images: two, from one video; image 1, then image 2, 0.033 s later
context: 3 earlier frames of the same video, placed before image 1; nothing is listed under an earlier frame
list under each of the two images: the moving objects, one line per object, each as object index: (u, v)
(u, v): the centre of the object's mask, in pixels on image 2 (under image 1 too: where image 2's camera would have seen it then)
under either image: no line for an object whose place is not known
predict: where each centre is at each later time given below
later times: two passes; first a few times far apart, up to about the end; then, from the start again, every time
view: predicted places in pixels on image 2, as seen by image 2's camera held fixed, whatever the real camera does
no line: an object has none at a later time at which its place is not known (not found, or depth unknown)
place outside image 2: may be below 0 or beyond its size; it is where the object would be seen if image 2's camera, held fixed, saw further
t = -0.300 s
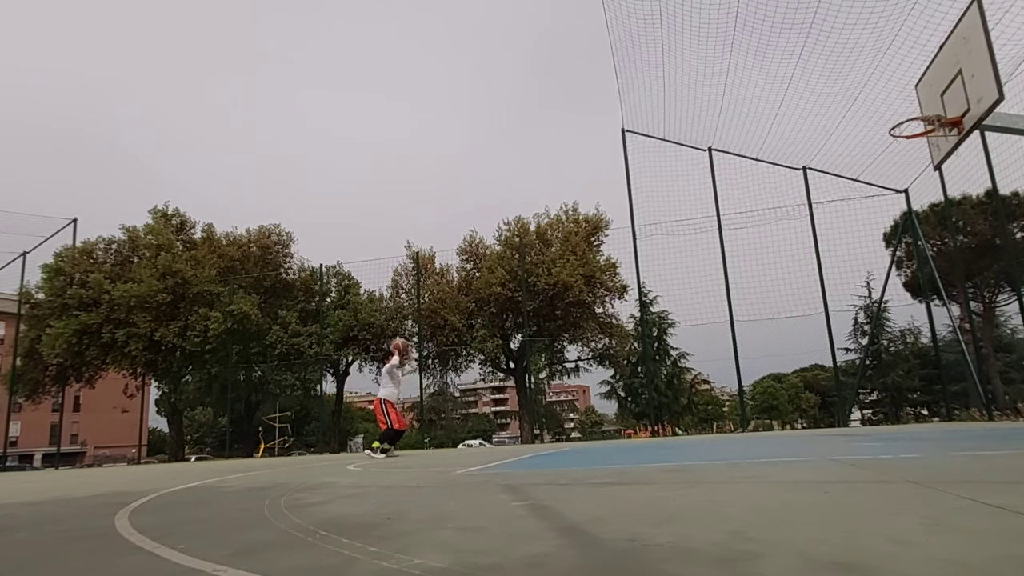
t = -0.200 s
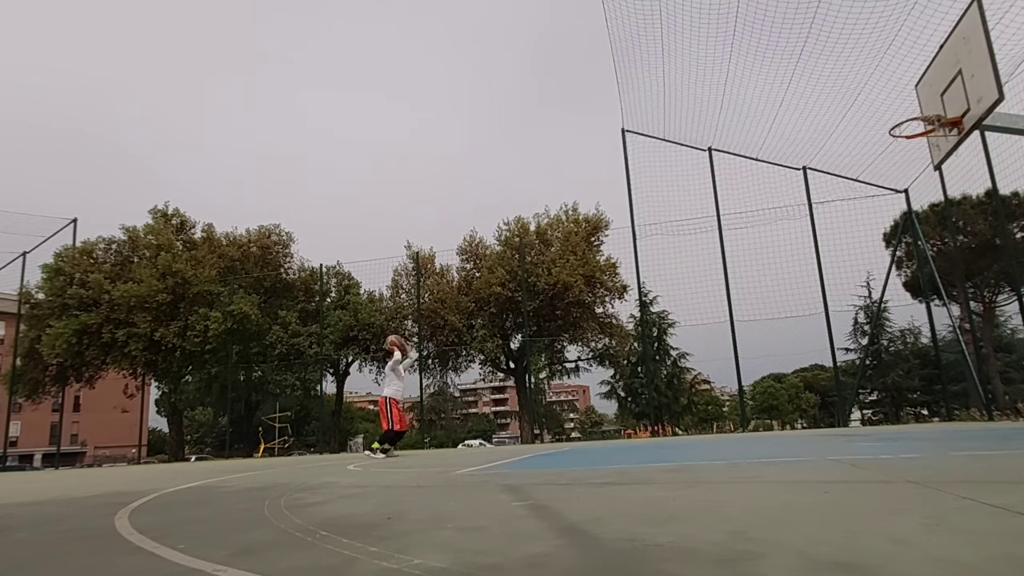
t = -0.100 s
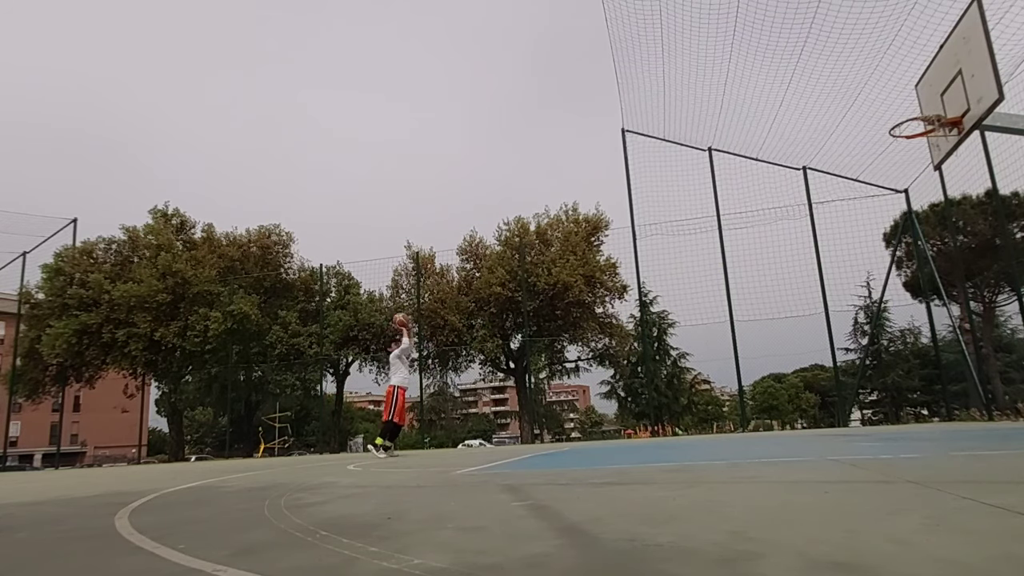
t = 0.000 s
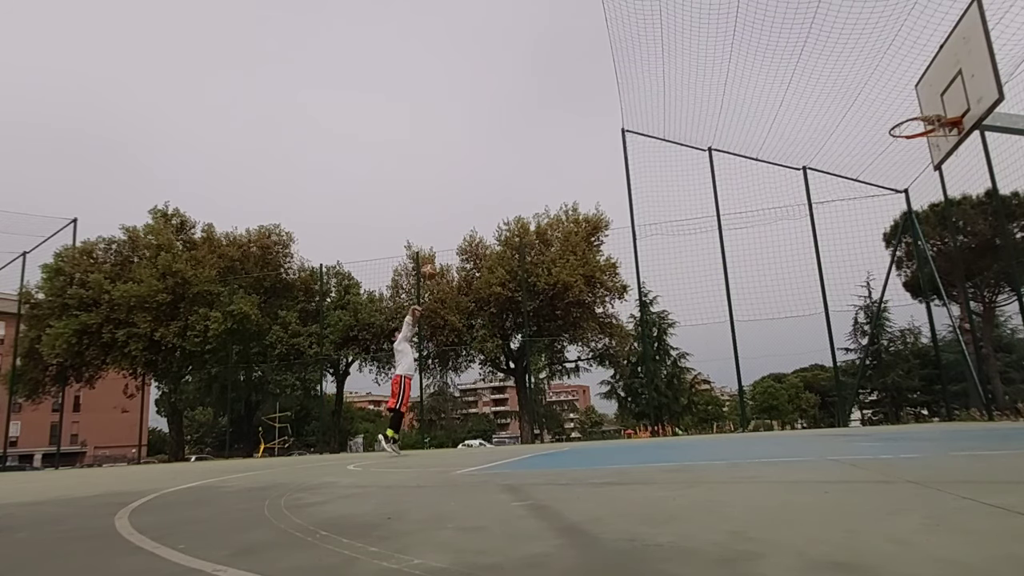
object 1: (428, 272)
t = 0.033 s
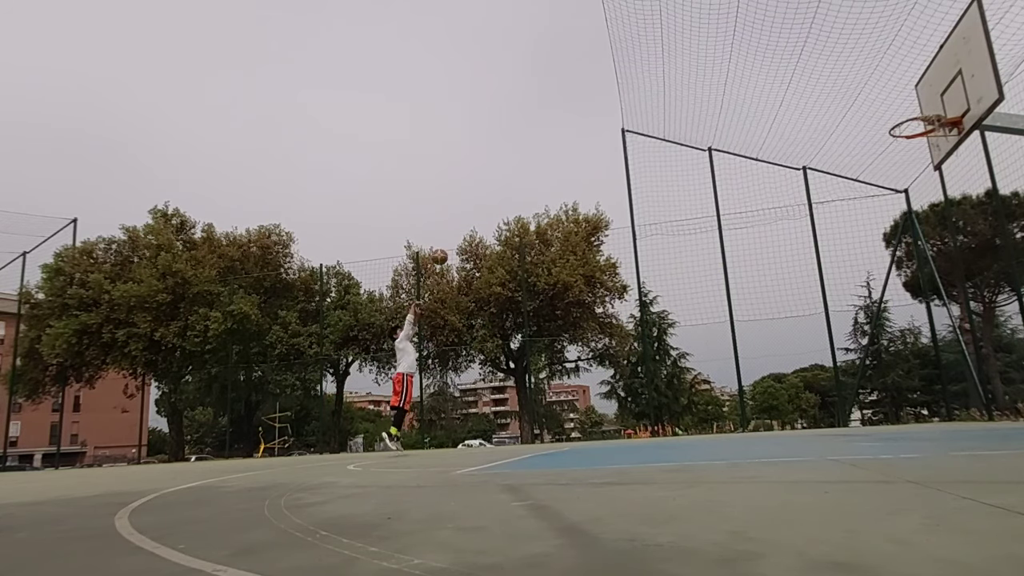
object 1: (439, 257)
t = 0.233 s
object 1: (507, 176)
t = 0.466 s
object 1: (594, 109)
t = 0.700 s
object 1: (695, 75)
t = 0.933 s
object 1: (817, 79)
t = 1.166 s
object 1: (914, 95)
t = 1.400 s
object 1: (833, 34)
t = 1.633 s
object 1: (765, 22)
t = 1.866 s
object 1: (706, 53)
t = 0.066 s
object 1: (450, 242)
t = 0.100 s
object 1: (461, 228)
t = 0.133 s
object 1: (472, 214)
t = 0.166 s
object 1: (483, 201)
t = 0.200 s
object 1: (495, 188)
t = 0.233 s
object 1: (507, 176)
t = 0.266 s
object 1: (518, 165)
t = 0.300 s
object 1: (531, 154)
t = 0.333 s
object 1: (543, 144)
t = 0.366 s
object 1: (556, 134)
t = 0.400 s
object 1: (568, 125)
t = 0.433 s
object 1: (581, 117)
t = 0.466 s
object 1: (594, 109)
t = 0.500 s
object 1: (608, 102)
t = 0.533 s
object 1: (621, 96)
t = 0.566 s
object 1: (635, 91)
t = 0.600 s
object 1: (650, 86)
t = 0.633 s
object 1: (664, 82)
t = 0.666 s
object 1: (679, 78)
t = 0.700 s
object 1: (695, 75)
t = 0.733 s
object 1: (710, 73)
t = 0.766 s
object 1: (727, 72)
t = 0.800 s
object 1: (744, 72)
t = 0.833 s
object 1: (761, 72)
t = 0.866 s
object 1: (779, 74)
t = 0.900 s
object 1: (797, 76)
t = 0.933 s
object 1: (817, 79)
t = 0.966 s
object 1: (837, 84)
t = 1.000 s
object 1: (858, 89)
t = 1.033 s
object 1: (880, 95)
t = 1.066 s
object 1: (903, 103)
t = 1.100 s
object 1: (926, 109)
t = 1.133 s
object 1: (928, 106)
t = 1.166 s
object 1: (914, 95)
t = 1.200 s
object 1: (902, 83)
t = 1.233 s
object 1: (889, 72)
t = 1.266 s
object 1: (877, 62)
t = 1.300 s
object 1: (866, 54)
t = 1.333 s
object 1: (855, 46)
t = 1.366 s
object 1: (844, 39)
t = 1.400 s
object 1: (833, 34)
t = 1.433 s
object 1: (823, 29)
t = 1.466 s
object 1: (813, 26)
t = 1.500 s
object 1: (802, 23)
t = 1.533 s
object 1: (793, 21)
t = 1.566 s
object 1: (783, 21)
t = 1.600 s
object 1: (774, 21)
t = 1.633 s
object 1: (765, 22)
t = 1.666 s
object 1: (756, 24)
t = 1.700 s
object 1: (747, 27)
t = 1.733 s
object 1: (739, 30)
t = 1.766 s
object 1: (730, 35)
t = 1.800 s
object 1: (722, 39)
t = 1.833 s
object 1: (714, 46)
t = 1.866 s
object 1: (706, 53)
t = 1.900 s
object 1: (698, 61)
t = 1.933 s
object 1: (690, 69)
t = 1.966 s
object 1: (683, 79)
